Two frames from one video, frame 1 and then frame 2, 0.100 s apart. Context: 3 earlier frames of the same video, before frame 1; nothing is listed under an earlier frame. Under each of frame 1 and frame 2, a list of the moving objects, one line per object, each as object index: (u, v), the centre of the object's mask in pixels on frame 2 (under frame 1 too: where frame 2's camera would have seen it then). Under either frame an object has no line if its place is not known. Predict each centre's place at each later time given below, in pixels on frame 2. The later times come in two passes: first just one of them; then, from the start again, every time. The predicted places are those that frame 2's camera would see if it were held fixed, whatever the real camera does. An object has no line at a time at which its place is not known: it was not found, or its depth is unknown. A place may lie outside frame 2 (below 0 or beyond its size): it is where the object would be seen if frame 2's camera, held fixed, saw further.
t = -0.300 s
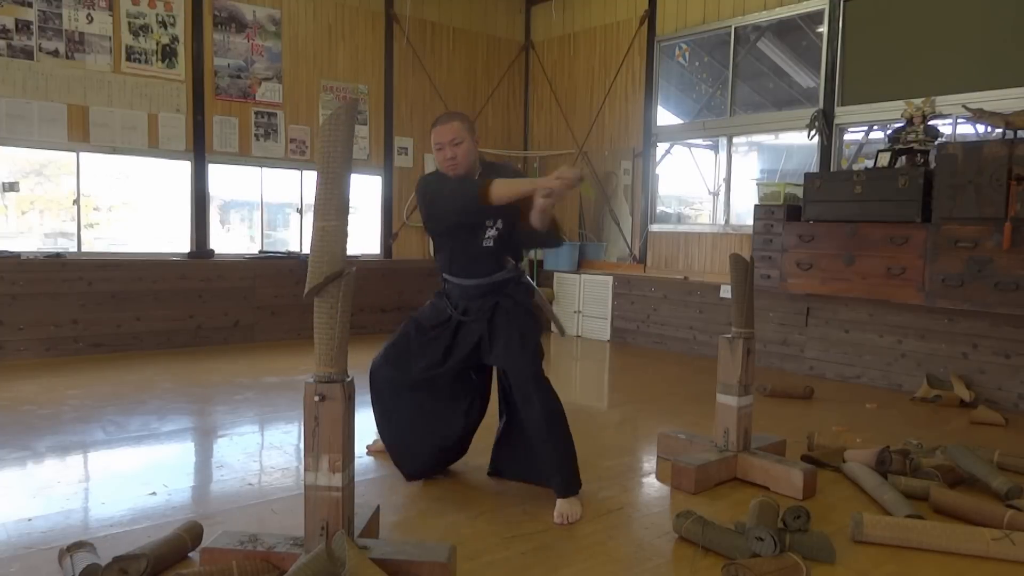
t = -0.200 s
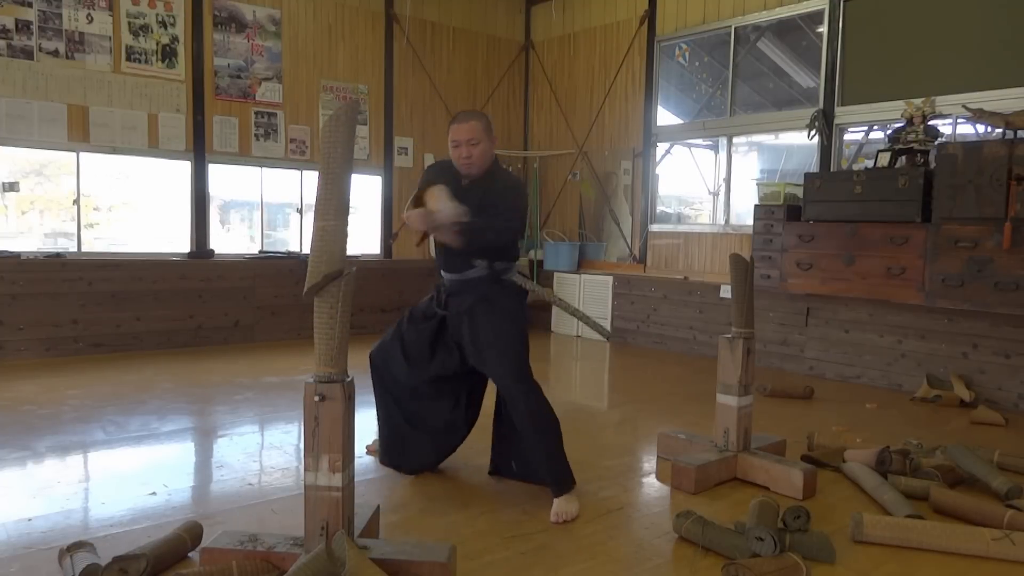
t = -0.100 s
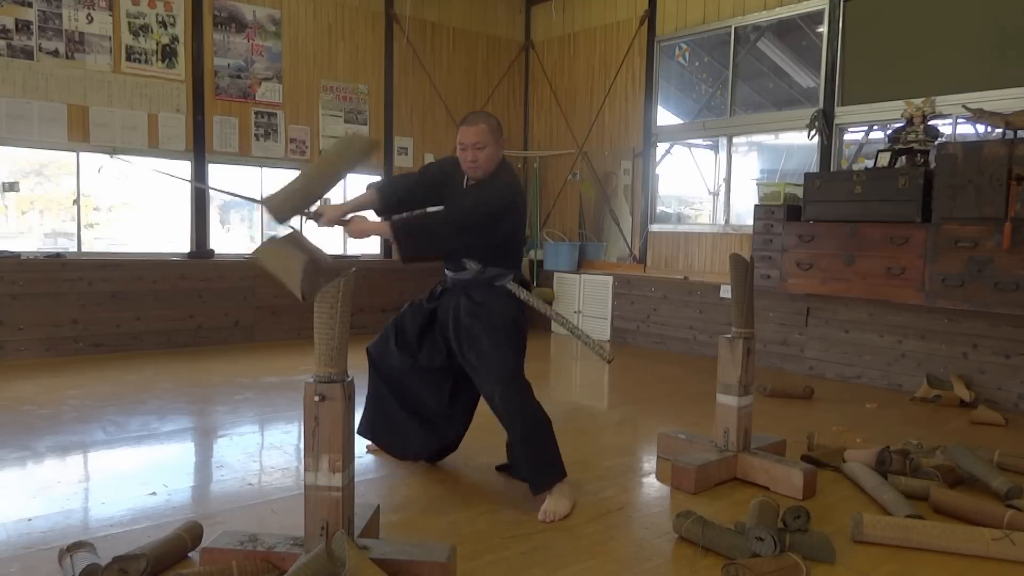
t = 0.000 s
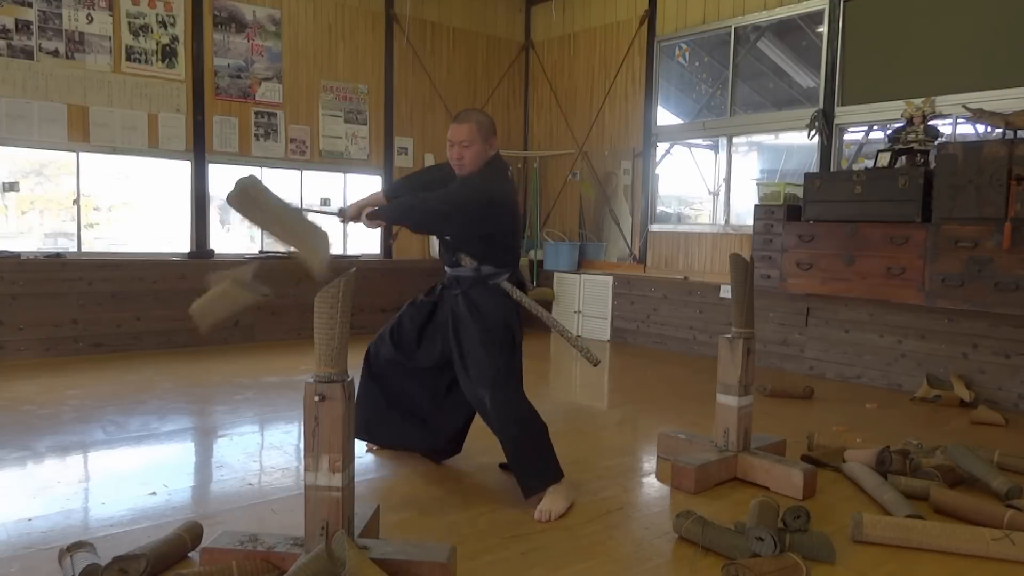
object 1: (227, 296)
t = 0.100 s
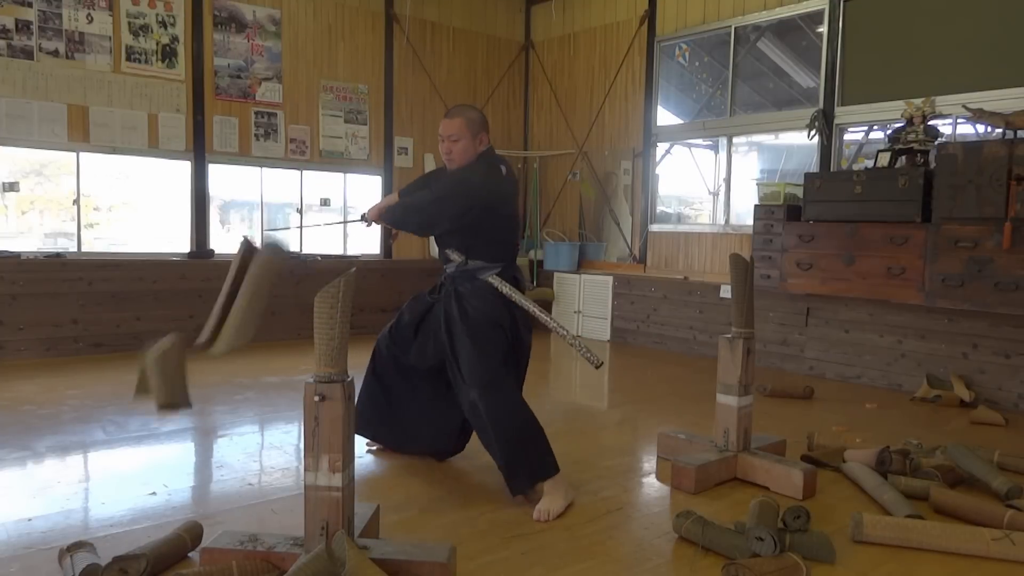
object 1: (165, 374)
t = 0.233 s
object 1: (94, 521)
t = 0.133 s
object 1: (146, 408)
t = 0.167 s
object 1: (128, 443)
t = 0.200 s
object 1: (112, 482)
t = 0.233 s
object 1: (94, 521)
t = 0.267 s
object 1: (86, 544)
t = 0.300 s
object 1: (82, 545)
